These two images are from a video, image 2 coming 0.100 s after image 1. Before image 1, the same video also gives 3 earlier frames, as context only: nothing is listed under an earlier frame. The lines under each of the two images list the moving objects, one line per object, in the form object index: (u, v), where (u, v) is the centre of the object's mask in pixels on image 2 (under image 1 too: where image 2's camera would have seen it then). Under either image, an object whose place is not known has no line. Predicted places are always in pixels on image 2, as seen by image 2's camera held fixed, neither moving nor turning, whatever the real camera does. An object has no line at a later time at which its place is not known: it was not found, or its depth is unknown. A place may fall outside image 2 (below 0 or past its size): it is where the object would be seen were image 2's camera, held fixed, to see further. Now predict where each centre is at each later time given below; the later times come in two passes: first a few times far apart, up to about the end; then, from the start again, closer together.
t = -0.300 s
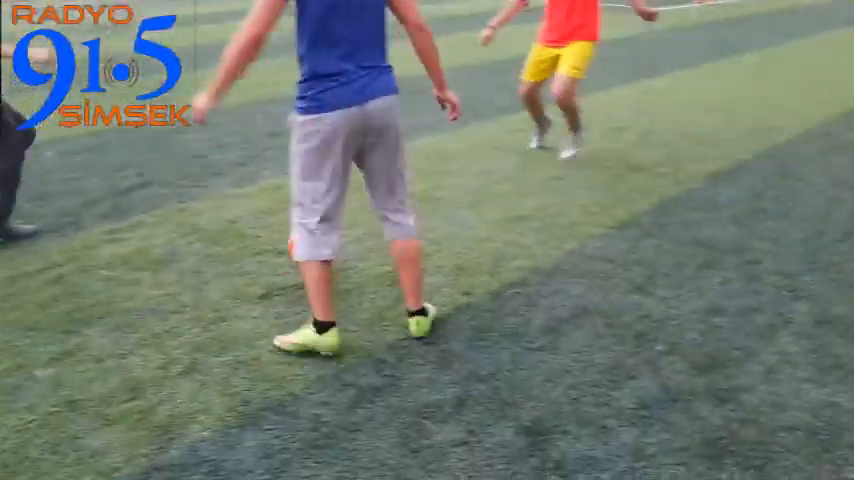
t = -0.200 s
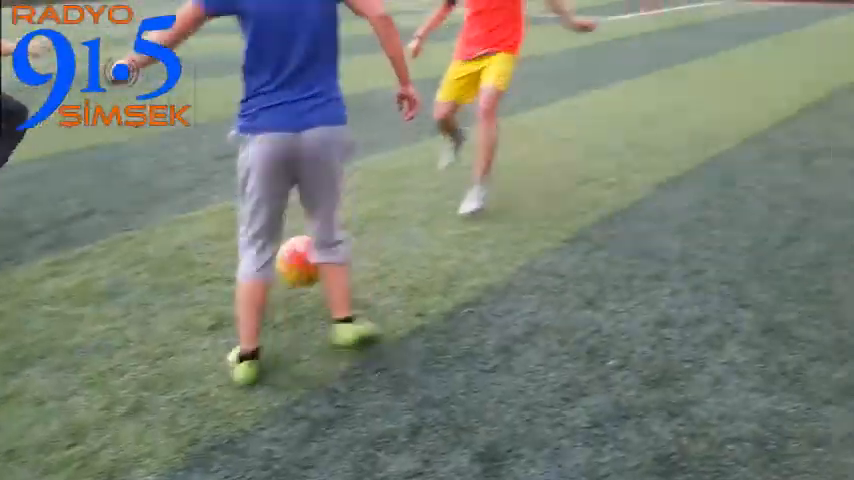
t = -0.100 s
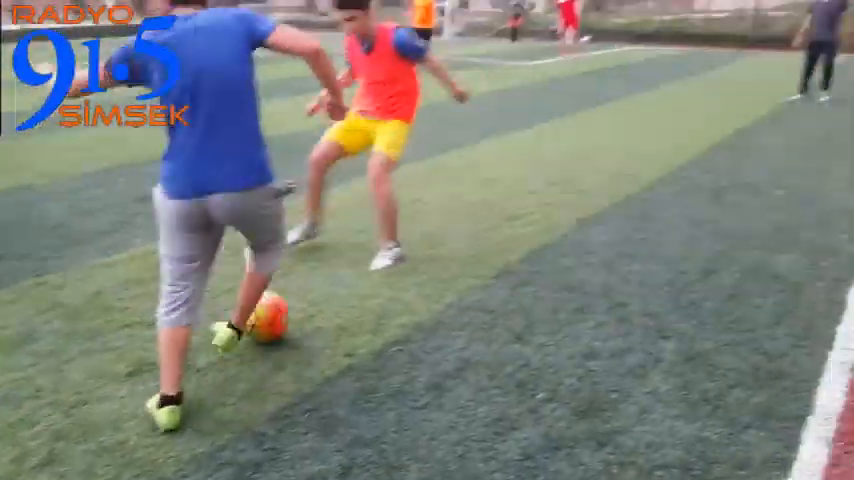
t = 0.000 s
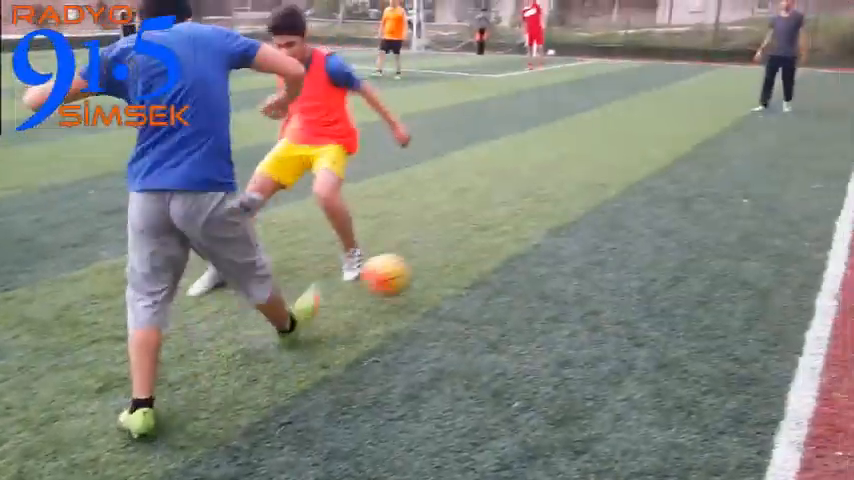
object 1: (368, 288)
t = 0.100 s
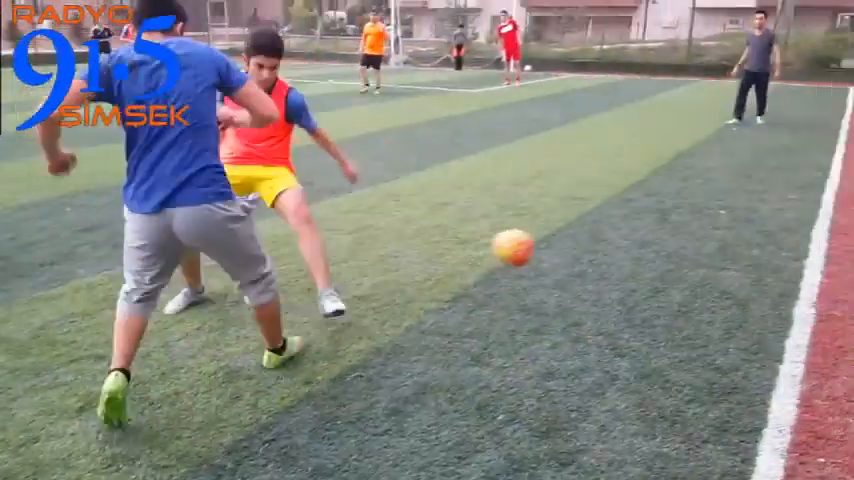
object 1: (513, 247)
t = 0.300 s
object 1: (715, 226)
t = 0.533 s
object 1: (843, 187)
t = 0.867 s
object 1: (844, 150)
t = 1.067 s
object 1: (803, 159)
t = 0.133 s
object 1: (553, 238)
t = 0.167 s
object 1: (592, 232)
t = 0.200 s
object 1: (627, 229)
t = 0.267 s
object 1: (689, 228)
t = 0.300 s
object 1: (715, 226)
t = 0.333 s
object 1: (735, 215)
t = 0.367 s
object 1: (756, 205)
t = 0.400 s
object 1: (775, 198)
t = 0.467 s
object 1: (811, 188)
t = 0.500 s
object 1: (826, 188)
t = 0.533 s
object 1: (843, 187)
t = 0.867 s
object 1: (844, 150)
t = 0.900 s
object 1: (837, 149)
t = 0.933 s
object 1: (828, 148)
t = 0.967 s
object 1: (821, 150)
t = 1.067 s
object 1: (803, 159)
